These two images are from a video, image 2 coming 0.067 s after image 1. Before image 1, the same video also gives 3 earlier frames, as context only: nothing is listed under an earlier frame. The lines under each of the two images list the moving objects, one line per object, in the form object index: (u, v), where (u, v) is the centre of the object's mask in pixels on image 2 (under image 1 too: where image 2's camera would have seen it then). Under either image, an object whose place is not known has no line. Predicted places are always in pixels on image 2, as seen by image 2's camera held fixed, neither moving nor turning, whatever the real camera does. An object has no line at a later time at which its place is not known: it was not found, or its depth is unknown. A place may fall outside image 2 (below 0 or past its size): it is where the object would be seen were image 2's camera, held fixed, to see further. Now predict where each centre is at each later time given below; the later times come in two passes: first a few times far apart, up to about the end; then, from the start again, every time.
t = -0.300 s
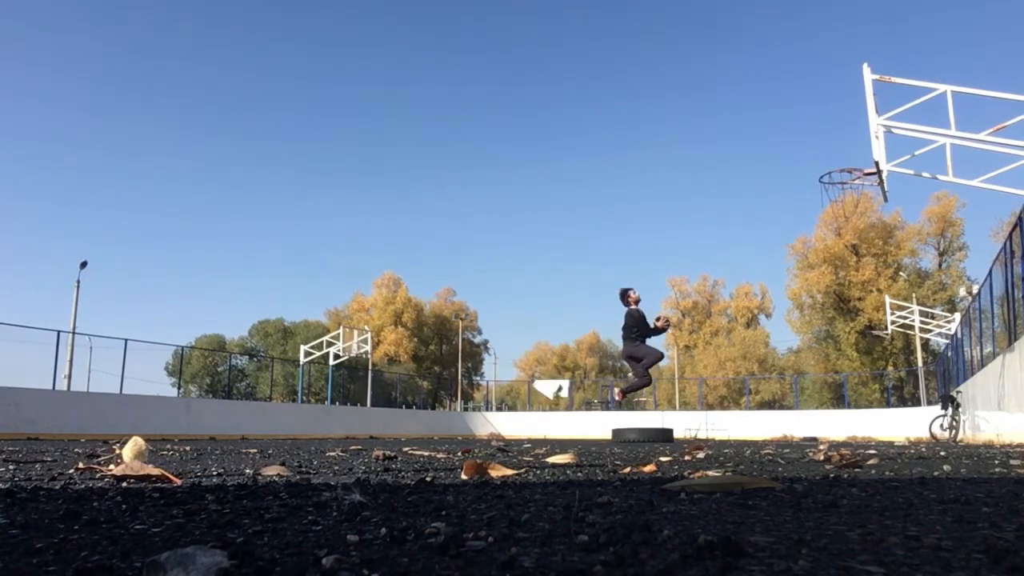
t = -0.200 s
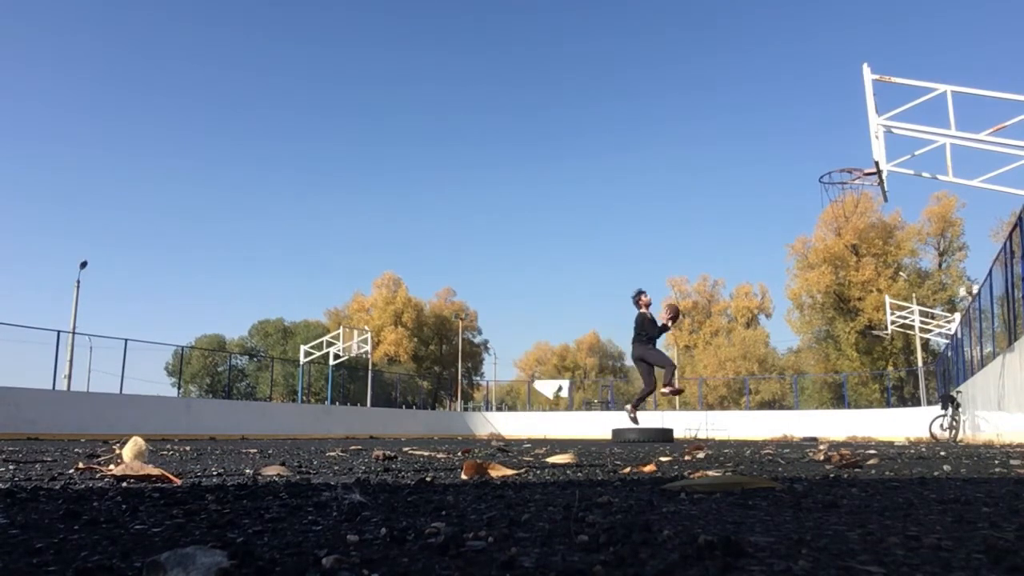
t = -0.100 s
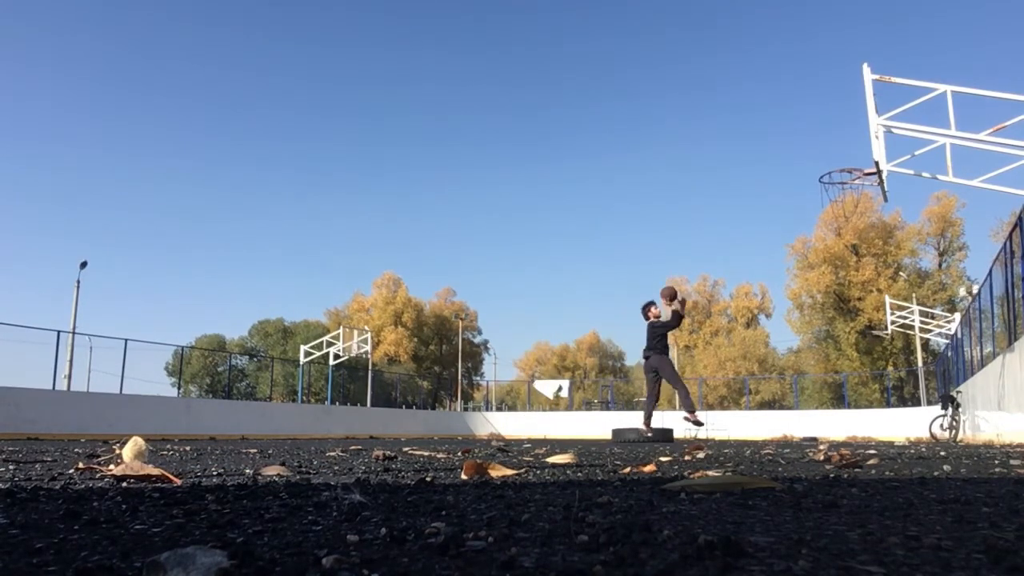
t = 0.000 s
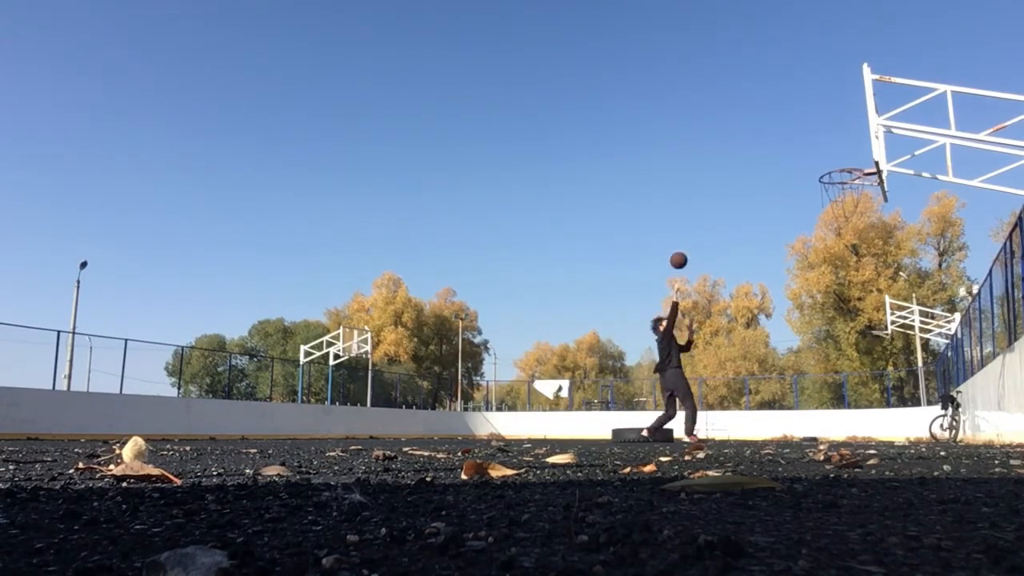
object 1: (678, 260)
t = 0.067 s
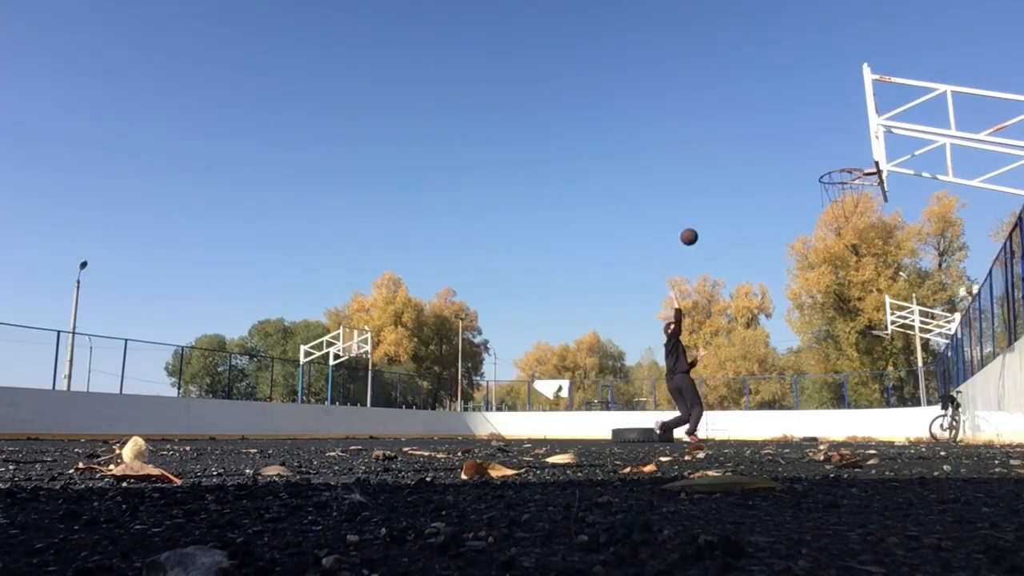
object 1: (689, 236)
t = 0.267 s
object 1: (722, 182)
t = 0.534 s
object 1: (773, 147)
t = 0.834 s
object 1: (842, 173)
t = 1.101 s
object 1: (865, 206)
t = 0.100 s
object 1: (694, 226)
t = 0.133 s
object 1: (700, 215)
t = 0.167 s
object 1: (705, 206)
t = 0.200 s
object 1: (711, 197)
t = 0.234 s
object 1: (716, 189)
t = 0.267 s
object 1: (722, 182)
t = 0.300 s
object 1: (728, 175)
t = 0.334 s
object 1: (734, 168)
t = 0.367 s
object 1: (740, 163)
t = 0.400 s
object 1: (747, 158)
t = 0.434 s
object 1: (753, 154)
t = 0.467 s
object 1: (759, 151)
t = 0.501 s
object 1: (766, 149)
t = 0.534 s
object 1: (773, 147)
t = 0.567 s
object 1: (780, 147)
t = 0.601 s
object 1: (787, 147)
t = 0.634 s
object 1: (794, 148)
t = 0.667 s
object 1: (802, 150)
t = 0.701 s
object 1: (810, 152)
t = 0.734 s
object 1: (817, 156)
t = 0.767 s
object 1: (825, 160)
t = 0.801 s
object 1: (833, 165)
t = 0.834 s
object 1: (842, 173)
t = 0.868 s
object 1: (850, 181)
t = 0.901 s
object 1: (858, 187)
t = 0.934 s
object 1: (863, 192)
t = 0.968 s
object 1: (864, 195)
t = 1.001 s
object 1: (865, 198)
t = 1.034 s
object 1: (865, 200)
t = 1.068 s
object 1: (865, 202)
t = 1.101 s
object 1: (865, 206)
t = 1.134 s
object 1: (866, 210)
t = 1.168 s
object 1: (866, 216)
